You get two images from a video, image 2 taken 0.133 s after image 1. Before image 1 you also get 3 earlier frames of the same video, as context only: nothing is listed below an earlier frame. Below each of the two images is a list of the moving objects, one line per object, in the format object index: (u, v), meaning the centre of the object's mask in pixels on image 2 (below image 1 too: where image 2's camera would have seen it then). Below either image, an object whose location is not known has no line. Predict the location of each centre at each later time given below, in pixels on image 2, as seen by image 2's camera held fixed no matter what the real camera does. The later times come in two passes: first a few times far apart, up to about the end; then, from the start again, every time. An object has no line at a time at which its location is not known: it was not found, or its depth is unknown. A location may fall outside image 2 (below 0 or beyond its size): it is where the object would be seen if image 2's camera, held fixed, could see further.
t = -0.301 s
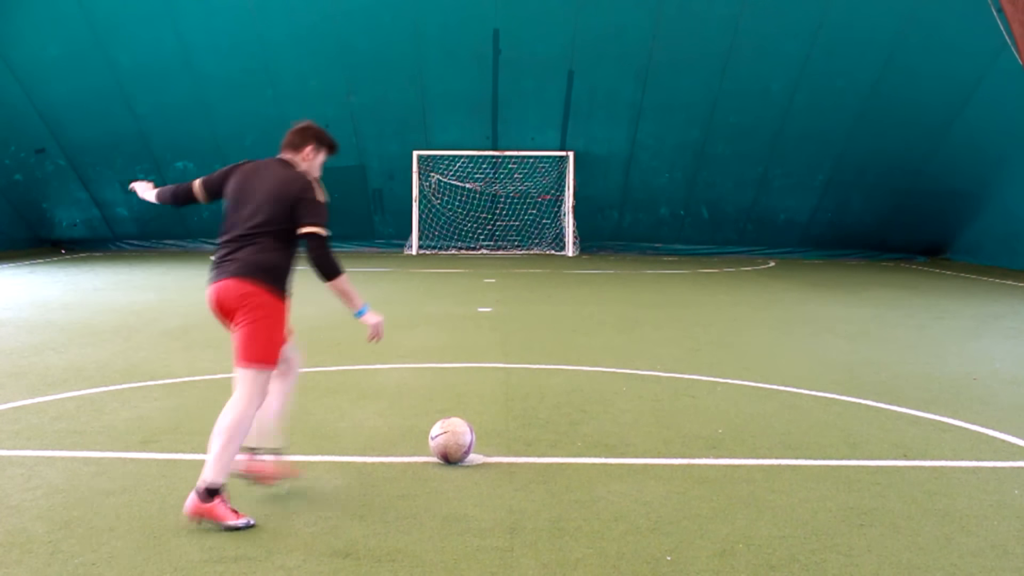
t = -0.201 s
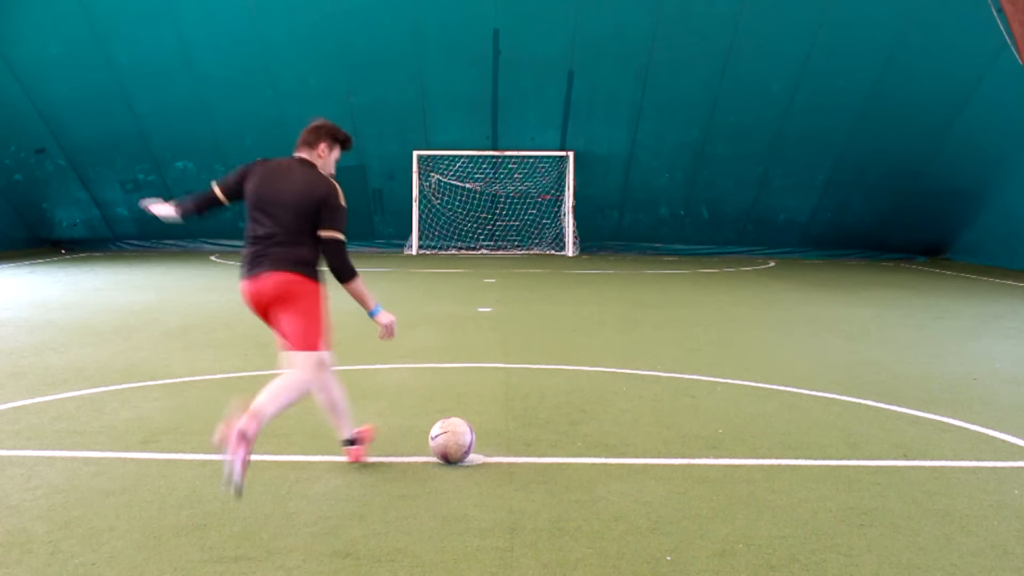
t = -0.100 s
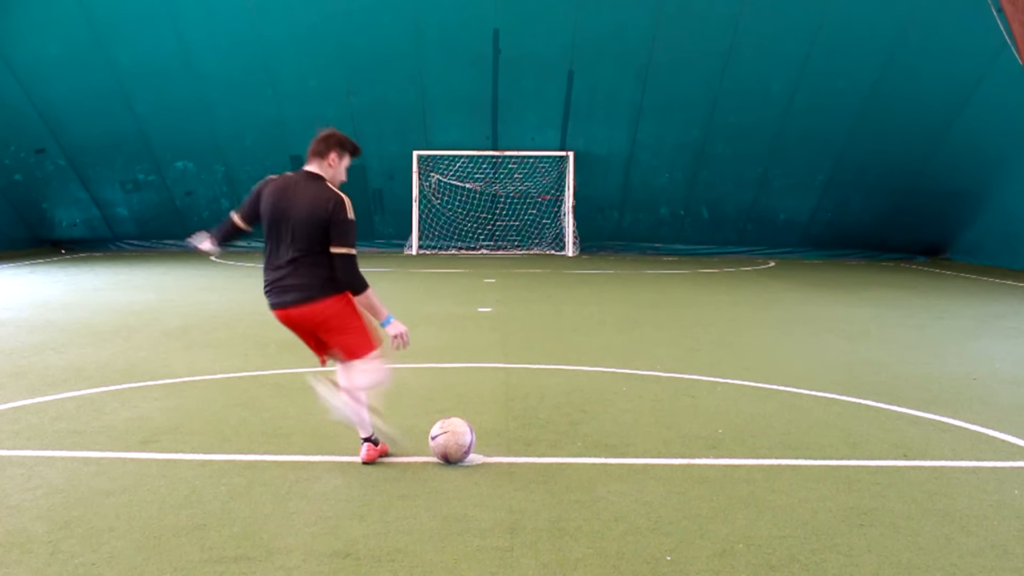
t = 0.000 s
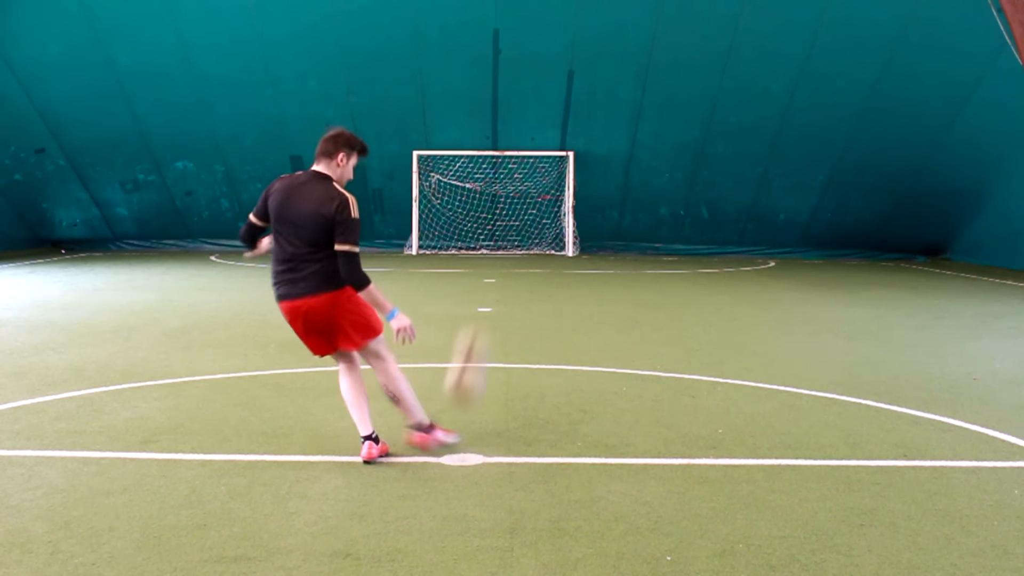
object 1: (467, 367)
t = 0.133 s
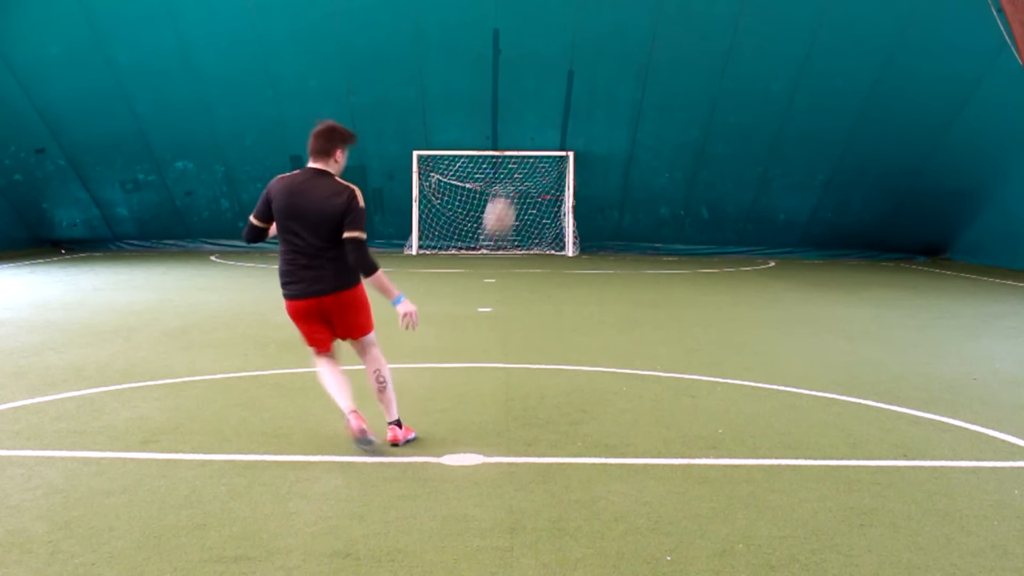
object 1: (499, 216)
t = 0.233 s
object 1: (513, 151)
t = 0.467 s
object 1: (530, 86)
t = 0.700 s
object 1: (537, 77)
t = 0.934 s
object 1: (540, 96)
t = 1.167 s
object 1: (540, 132)
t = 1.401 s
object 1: (541, 205)
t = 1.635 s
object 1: (543, 206)
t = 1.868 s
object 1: (547, 144)
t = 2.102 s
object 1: (550, 107)
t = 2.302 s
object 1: (552, 99)
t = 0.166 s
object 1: (503, 192)
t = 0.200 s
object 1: (509, 169)
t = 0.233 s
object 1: (513, 151)
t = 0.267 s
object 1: (517, 137)
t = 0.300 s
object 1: (520, 124)
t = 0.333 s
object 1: (522, 113)
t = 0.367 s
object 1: (524, 105)
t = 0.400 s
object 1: (527, 97)
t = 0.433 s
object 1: (528, 91)
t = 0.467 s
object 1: (530, 86)
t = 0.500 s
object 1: (532, 82)
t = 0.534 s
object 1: (533, 80)
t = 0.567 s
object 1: (534, 77)
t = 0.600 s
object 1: (535, 76)
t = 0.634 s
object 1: (536, 76)
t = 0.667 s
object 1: (536, 76)
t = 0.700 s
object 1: (537, 77)
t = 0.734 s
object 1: (538, 78)
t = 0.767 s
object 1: (538, 80)
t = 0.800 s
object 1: (539, 83)
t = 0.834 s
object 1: (539, 85)
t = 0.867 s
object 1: (539, 88)
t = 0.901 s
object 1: (540, 92)
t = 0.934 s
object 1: (540, 96)
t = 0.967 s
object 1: (540, 100)
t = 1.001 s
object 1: (540, 105)
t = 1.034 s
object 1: (540, 109)
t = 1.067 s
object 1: (540, 114)
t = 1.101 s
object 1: (540, 120)
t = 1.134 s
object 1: (540, 126)
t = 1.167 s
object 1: (540, 132)
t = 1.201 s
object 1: (540, 138)
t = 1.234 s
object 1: (540, 144)
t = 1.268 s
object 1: (540, 150)
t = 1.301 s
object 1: (540, 160)
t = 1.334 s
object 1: (541, 173)
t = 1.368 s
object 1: (541, 190)
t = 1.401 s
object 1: (541, 205)
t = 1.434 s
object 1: (541, 221)
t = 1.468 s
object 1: (542, 240)
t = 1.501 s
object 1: (542, 251)
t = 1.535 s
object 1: (542, 242)
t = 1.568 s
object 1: (542, 230)
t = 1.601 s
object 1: (543, 219)
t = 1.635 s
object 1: (543, 206)
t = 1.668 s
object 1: (544, 197)
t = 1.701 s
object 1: (544, 187)
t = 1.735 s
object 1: (545, 176)
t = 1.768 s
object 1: (545, 169)
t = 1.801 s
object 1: (546, 160)
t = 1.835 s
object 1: (547, 151)
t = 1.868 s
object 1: (547, 144)
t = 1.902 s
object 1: (547, 136)
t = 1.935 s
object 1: (548, 130)
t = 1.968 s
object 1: (548, 125)
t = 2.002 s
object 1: (549, 120)
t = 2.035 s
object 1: (549, 115)
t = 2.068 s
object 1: (549, 111)
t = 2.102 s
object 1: (550, 107)
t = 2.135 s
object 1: (550, 104)
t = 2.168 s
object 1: (551, 102)
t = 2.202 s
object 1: (551, 100)
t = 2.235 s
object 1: (552, 100)
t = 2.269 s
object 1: (552, 99)
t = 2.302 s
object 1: (552, 99)
